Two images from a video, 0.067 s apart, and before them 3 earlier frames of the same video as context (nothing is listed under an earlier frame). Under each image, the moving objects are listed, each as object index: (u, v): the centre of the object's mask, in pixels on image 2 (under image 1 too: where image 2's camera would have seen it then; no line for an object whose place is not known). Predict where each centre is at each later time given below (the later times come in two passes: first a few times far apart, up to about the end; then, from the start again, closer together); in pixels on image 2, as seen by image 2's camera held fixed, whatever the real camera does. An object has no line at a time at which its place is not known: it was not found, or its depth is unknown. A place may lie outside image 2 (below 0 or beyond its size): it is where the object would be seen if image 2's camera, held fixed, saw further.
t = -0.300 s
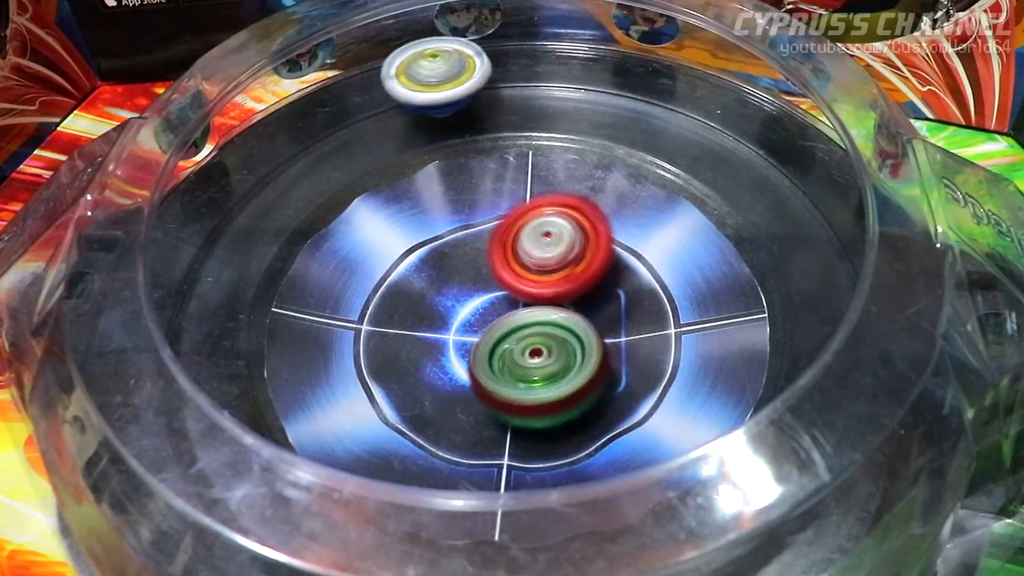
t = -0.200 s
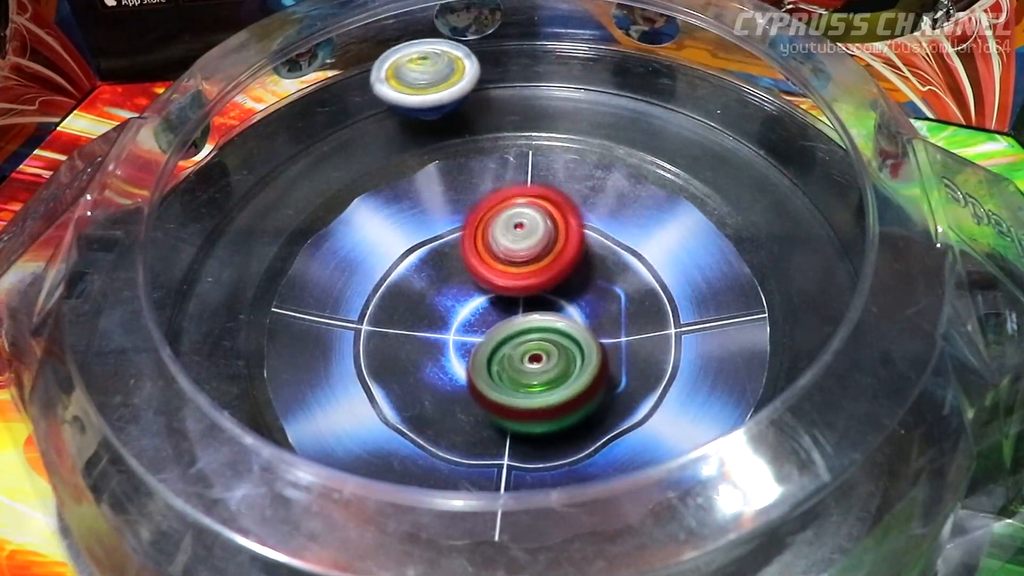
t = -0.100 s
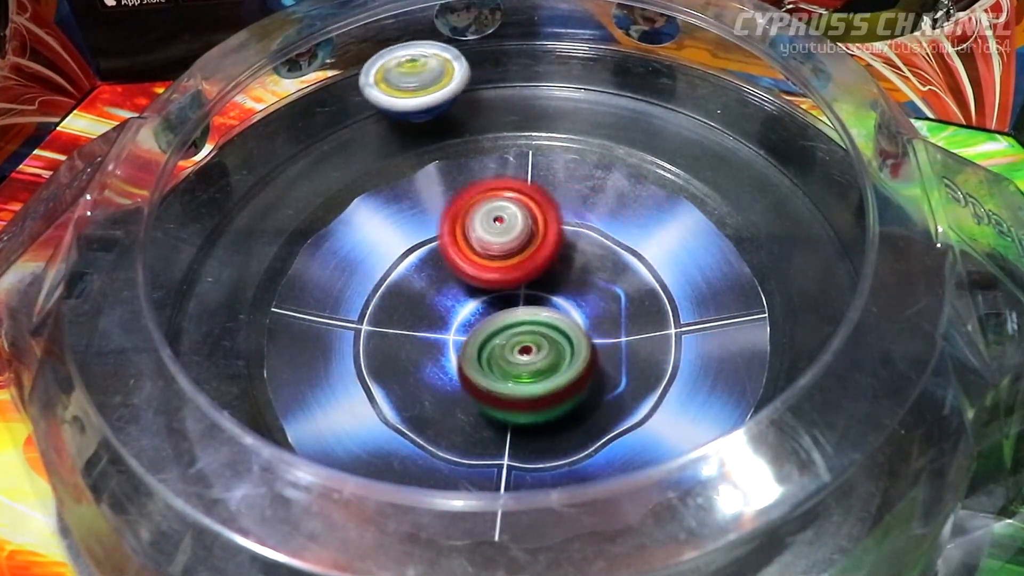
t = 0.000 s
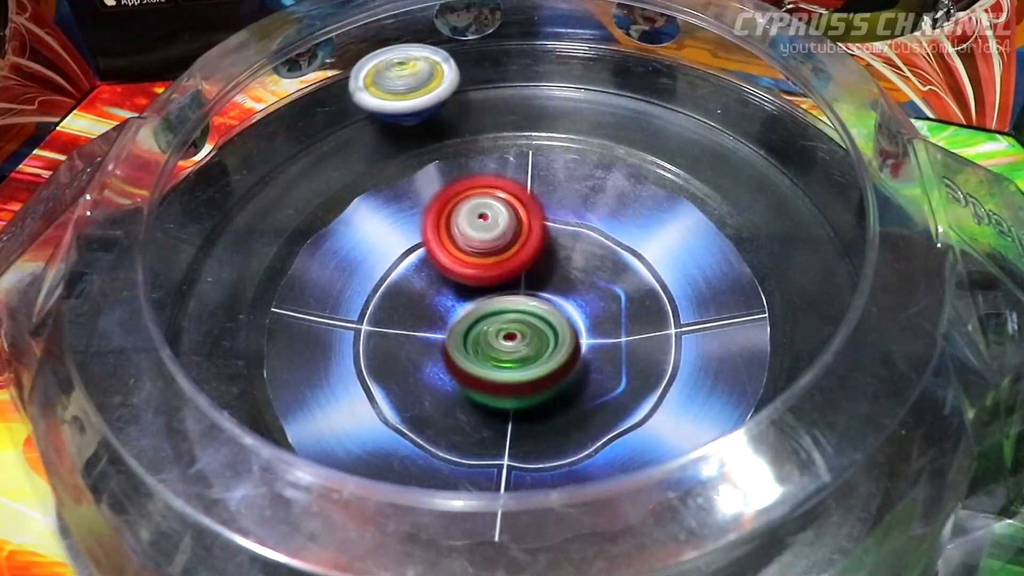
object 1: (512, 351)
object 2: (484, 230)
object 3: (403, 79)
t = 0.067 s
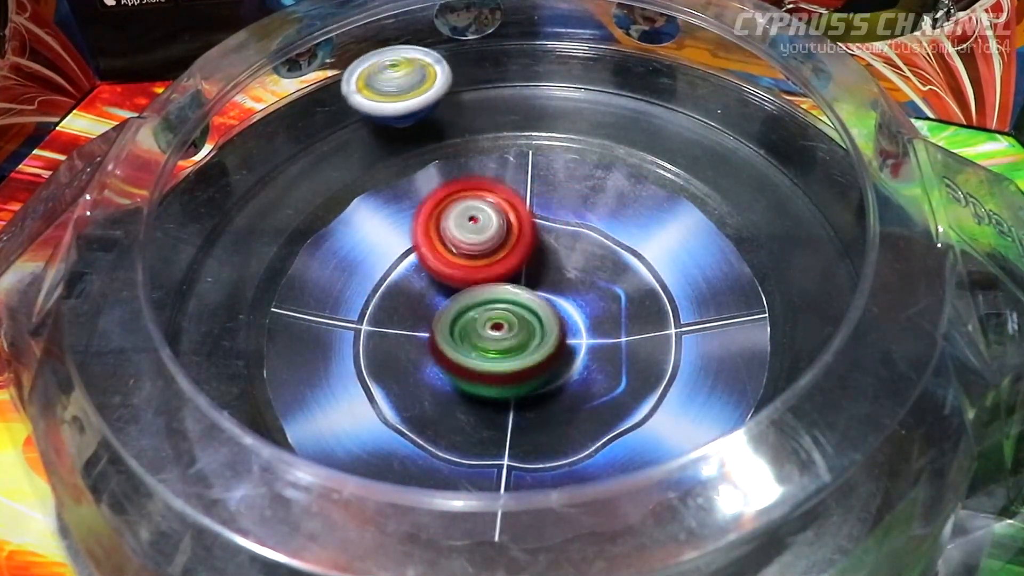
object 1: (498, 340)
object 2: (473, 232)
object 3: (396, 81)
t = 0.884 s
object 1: (591, 364)
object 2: (436, 272)
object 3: (308, 121)
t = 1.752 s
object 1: (618, 248)
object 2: (414, 317)
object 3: (228, 186)
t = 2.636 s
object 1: (558, 266)
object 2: (435, 331)
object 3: (192, 266)
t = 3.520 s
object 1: (511, 245)
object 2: (507, 365)
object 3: (166, 342)
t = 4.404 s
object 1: (475, 257)
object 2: (562, 336)
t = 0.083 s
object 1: (494, 342)
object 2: (472, 233)
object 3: (394, 82)
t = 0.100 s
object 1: (497, 353)
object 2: (467, 225)
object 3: (392, 82)
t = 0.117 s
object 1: (496, 363)
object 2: (463, 216)
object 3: (390, 83)
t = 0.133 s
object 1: (498, 371)
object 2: (458, 208)
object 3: (388, 84)
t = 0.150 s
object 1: (498, 378)
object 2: (456, 202)
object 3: (387, 84)
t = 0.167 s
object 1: (501, 383)
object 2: (453, 198)
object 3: (385, 85)
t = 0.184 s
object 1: (503, 385)
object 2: (453, 194)
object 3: (383, 86)
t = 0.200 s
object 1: (507, 387)
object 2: (452, 192)
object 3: (381, 87)
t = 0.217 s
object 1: (509, 389)
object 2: (453, 189)
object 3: (379, 87)
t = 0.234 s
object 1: (511, 389)
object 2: (452, 188)
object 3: (377, 88)
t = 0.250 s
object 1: (514, 388)
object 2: (453, 186)
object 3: (376, 88)
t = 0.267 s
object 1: (515, 386)
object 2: (454, 186)
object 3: (373, 89)
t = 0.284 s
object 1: (516, 384)
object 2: (455, 185)
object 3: (372, 90)
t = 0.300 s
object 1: (516, 383)
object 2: (456, 186)
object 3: (370, 91)
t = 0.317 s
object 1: (516, 379)
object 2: (458, 187)
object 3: (368, 91)
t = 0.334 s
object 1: (516, 378)
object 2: (460, 190)
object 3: (367, 92)
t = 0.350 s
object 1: (516, 375)
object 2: (462, 192)
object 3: (365, 93)
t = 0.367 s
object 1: (515, 373)
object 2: (465, 198)
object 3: (363, 93)
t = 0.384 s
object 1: (515, 370)
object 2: (467, 202)
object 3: (361, 94)
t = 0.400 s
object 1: (514, 368)
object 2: (470, 209)
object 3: (360, 95)
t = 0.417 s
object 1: (513, 365)
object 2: (472, 215)
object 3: (357, 96)
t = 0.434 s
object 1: (513, 362)
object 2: (475, 223)
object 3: (356, 96)
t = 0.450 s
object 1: (512, 359)
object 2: (477, 230)
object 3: (354, 97)
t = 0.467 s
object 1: (510, 354)
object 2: (480, 238)
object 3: (352, 98)
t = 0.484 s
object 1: (509, 353)
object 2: (482, 244)
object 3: (350, 99)
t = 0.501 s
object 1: (511, 360)
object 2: (483, 245)
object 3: (349, 100)
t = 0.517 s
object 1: (513, 370)
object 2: (482, 242)
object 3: (347, 101)
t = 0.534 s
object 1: (516, 375)
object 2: (482, 241)
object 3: (345, 101)
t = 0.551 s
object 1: (519, 380)
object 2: (482, 242)
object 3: (343, 102)
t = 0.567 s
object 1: (522, 382)
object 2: (483, 242)
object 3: (341, 103)
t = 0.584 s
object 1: (526, 384)
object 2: (483, 245)
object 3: (340, 104)
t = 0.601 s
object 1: (530, 383)
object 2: (484, 248)
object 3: (337, 105)
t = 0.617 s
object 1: (533, 383)
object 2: (484, 253)
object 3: (336, 106)
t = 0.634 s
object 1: (537, 380)
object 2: (484, 257)
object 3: (334, 107)
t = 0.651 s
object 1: (539, 379)
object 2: (484, 263)
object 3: (332, 107)
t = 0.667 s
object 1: (541, 375)
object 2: (484, 267)
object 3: (330, 108)
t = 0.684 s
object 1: (542, 373)
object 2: (482, 272)
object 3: (329, 109)
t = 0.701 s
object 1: (543, 370)
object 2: (480, 275)
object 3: (327, 110)
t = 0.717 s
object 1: (548, 373)
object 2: (475, 278)
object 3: (325, 111)
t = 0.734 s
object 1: (556, 376)
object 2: (469, 277)
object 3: (324, 112)
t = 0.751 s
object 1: (563, 379)
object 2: (462, 277)
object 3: (322, 113)
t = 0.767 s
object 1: (571, 379)
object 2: (457, 276)
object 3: (320, 114)
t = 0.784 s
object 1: (576, 379)
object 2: (452, 276)
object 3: (318, 115)
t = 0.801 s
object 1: (582, 377)
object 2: (448, 276)
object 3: (317, 116)
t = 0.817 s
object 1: (585, 375)
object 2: (445, 276)
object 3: (314, 117)
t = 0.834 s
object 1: (589, 373)
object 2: (442, 274)
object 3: (313, 118)
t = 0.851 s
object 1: (590, 370)
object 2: (439, 274)
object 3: (311, 119)
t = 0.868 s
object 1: (592, 367)
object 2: (438, 273)
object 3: (310, 120)
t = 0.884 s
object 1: (591, 364)
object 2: (436, 272)
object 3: (308, 121)
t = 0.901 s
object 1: (591, 361)
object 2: (436, 271)
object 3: (306, 122)
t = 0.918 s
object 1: (588, 357)
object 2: (435, 271)
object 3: (304, 123)
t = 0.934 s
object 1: (587, 354)
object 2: (437, 271)
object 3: (302, 124)
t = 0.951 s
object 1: (584, 350)
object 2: (437, 272)
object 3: (300, 126)
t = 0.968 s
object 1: (582, 347)
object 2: (440, 273)
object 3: (298, 127)
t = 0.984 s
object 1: (579, 344)
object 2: (441, 274)
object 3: (297, 128)
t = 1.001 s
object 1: (576, 341)
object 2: (445, 276)
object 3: (294, 129)
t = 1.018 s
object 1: (573, 338)
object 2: (448, 278)
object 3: (293, 130)
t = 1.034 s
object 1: (570, 336)
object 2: (452, 280)
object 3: (291, 131)
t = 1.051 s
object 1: (571, 334)
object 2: (451, 282)
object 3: (290, 133)
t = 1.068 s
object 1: (576, 334)
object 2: (451, 283)
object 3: (288, 134)
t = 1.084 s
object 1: (580, 333)
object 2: (448, 283)
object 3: (286, 134)
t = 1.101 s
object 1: (582, 332)
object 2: (448, 285)
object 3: (285, 136)
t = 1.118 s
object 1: (584, 329)
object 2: (447, 286)
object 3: (283, 137)
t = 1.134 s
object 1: (585, 327)
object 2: (447, 288)
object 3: (282, 138)
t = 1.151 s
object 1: (585, 323)
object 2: (447, 288)
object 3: (280, 139)
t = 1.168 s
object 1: (584, 321)
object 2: (449, 291)
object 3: (279, 140)
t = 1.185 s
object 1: (583, 318)
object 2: (449, 292)
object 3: (277, 141)
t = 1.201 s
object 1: (585, 316)
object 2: (448, 294)
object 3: (276, 142)
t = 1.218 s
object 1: (587, 313)
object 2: (445, 294)
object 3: (275, 145)
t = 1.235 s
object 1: (587, 311)
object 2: (443, 296)
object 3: (272, 145)
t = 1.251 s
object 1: (587, 306)
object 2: (442, 295)
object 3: (272, 147)
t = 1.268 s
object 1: (586, 304)
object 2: (441, 297)
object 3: (269, 148)
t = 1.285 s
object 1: (585, 300)
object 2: (442, 298)
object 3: (269, 149)
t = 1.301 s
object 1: (583, 298)
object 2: (442, 299)
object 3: (267, 150)
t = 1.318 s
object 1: (582, 295)
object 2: (441, 300)
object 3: (266, 151)
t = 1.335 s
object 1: (582, 293)
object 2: (437, 301)
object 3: (264, 153)
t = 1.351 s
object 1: (583, 290)
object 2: (436, 301)
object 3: (262, 153)
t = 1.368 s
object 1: (582, 289)
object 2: (433, 301)
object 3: (261, 155)
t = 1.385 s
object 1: (581, 286)
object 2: (434, 302)
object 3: (259, 156)
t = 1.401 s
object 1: (579, 284)
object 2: (433, 302)
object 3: (258, 157)
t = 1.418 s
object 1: (577, 282)
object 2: (434, 302)
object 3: (256, 159)
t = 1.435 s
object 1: (574, 281)
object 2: (435, 302)
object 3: (255, 159)
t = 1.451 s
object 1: (572, 279)
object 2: (437, 303)
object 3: (253, 162)
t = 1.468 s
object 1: (576, 278)
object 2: (434, 303)
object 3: (252, 162)
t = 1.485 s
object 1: (581, 276)
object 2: (429, 303)
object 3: (251, 163)
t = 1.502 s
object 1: (585, 274)
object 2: (426, 303)
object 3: (249, 165)
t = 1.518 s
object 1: (586, 271)
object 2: (425, 303)
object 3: (248, 166)
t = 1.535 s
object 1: (587, 270)
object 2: (424, 303)
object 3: (246, 167)
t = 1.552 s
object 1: (586, 267)
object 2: (424, 303)
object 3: (245, 169)
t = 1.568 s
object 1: (585, 266)
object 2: (425, 303)
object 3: (243, 170)
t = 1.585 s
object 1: (583, 264)
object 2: (425, 303)
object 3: (242, 172)
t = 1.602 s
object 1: (581, 264)
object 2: (428, 303)
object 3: (240, 173)
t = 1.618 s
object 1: (579, 264)
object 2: (430, 303)
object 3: (239, 174)
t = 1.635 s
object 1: (577, 265)
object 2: (435, 303)
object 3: (237, 175)
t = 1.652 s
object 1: (574, 265)
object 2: (439, 303)
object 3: (235, 177)
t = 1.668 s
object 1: (572, 266)
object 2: (443, 303)
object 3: (235, 178)
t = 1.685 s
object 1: (576, 265)
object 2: (441, 306)
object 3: (233, 180)
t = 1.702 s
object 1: (589, 260)
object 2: (434, 310)
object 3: (232, 181)
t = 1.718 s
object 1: (602, 255)
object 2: (424, 314)
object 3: (230, 183)
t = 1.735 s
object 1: (611, 252)
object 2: (419, 316)
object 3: (229, 184)
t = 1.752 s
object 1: (618, 248)
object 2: (414, 317)
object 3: (228, 186)
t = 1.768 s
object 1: (622, 246)
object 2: (411, 319)
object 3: (226, 188)
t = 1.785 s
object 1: (624, 243)
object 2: (408, 319)
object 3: (225, 190)
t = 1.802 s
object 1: (626, 241)
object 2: (404, 320)
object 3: (223, 191)
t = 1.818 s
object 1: (626, 240)
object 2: (402, 320)
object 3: (223, 193)
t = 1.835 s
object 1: (626, 239)
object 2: (399, 320)
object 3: (222, 194)
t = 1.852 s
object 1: (626, 240)
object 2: (399, 320)
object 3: (221, 195)
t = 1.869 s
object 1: (626, 239)
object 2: (396, 320)
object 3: (221, 197)
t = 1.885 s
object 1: (625, 241)
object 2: (397, 320)
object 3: (219, 198)
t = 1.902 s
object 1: (623, 242)
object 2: (396, 320)
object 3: (219, 200)
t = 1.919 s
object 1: (621, 244)
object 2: (399, 320)
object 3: (217, 201)
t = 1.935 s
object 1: (619, 246)
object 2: (400, 320)
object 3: (216, 202)
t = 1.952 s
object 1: (617, 248)
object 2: (406, 321)
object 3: (215, 204)
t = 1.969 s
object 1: (614, 251)
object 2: (410, 320)
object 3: (213, 205)
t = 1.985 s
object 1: (611, 254)
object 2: (416, 321)
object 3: (213, 206)
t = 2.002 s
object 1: (608, 257)
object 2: (421, 321)
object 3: (211, 208)
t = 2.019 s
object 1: (605, 260)
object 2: (426, 321)
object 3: (211, 209)
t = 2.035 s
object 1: (601, 264)
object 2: (434, 321)
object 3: (210, 211)
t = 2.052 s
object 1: (598, 267)
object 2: (440, 321)
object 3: (209, 213)
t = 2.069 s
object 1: (594, 271)
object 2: (448, 322)
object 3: (208, 214)
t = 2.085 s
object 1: (590, 275)
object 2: (454, 323)
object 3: (207, 216)
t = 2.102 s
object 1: (588, 279)
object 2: (461, 324)
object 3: (206, 217)
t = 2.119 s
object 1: (588, 279)
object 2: (463, 326)
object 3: (205, 219)
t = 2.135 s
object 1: (590, 278)
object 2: (466, 329)
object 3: (205, 220)
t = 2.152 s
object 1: (590, 279)
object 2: (468, 332)
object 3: (204, 222)
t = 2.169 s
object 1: (594, 274)
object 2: (466, 338)
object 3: (204, 223)
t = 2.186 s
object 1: (599, 272)
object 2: (463, 342)
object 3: (203, 224)
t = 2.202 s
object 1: (601, 269)
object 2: (461, 346)
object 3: (202, 226)
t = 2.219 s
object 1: (602, 267)
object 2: (460, 349)
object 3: (202, 227)
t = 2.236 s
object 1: (600, 266)
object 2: (457, 352)
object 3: (201, 229)
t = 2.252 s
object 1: (598, 265)
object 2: (457, 353)
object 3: (200, 230)
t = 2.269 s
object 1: (594, 266)
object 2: (454, 354)
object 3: (200, 232)
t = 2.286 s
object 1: (590, 266)
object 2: (454, 355)
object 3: (199, 233)
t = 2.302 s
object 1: (586, 269)
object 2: (452, 356)
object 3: (198, 235)
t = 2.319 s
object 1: (580, 271)
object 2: (452, 356)
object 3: (197, 237)
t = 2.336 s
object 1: (575, 274)
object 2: (451, 356)
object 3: (197, 238)
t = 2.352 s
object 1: (570, 277)
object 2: (451, 356)
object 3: (196, 240)
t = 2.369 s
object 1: (566, 280)
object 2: (451, 354)
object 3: (196, 241)
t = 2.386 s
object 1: (560, 283)
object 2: (453, 353)
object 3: (196, 243)
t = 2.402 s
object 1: (562, 283)
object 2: (451, 353)
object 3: (195, 244)
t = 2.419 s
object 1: (569, 279)
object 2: (443, 356)
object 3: (195, 245)
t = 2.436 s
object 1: (576, 274)
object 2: (436, 358)
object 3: (194, 247)
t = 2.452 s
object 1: (580, 269)
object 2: (430, 359)
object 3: (194, 248)
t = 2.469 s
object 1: (583, 266)
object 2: (425, 359)
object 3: (194, 250)
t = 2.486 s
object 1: (584, 265)
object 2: (422, 358)
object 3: (193, 252)
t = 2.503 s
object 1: (582, 262)
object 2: (419, 356)
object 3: (193, 254)
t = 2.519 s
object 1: (581, 260)
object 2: (417, 354)
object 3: (192, 255)
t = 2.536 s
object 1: (577, 260)
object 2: (416, 351)
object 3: (193, 256)
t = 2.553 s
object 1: (573, 260)
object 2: (417, 348)
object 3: (192, 259)
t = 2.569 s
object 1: (570, 261)
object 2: (418, 344)
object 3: (192, 260)
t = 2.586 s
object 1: (566, 262)
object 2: (421, 342)
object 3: (192, 262)
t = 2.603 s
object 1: (565, 263)
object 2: (425, 338)
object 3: (192, 263)
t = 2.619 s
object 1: (561, 265)
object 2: (429, 335)
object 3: (192, 264)
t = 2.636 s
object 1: (558, 266)
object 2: (435, 331)
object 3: (192, 266)
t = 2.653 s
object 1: (555, 269)
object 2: (440, 328)
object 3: (192, 268)
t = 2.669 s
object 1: (557, 266)
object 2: (442, 327)
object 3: (192, 269)
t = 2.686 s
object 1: (560, 264)
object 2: (442, 327)
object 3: (191, 270)
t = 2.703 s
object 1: (563, 262)
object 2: (444, 326)
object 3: (192, 271)
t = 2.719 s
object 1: (562, 261)
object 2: (448, 325)
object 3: (181, 276)
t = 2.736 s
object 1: (561, 260)
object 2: (453, 324)
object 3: (180, 277)
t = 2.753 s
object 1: (563, 256)
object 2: (454, 325)
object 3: (180, 279)
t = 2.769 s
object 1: (564, 252)
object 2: (454, 326)
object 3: (178, 280)
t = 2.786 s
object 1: (565, 250)
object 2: (456, 327)
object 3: (178, 281)
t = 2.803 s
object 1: (565, 248)
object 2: (457, 327)
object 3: (178, 283)
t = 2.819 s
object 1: (563, 246)
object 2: (459, 328)
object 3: (177, 284)
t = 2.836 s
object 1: (561, 245)
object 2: (463, 328)
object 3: (177, 285)
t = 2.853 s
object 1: (557, 245)
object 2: (466, 328)
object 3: (175, 287)
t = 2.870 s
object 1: (555, 245)
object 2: (471, 328)
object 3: (174, 288)
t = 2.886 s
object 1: (555, 243)
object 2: (471, 332)
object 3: (174, 290)
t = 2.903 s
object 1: (557, 239)
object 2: (472, 338)
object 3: (174, 291)
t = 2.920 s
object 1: (558, 235)
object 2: (472, 342)
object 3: (173, 293)
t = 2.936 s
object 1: (555, 233)
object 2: (473, 346)
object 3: (172, 295)
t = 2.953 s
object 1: (553, 232)
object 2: (473, 348)
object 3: (172, 296)
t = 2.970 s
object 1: (551, 233)
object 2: (473, 350)
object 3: (171, 298)
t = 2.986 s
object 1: (548, 233)
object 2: (474, 351)
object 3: (171, 299)
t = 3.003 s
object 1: (547, 234)
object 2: (473, 353)
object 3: (171, 301)
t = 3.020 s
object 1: (545, 235)
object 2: (474, 355)
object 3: (170, 302)
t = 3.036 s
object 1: (543, 236)
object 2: (474, 355)
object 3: (170, 304)
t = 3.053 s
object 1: (542, 239)
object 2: (474, 356)
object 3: (169, 305)
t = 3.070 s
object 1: (540, 241)
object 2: (475, 356)
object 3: (169, 306)
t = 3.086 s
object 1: (540, 243)
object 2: (475, 356)
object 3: (169, 308)
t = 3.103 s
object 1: (537, 246)
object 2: (477, 355)
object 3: (168, 310)
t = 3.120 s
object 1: (537, 247)
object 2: (478, 354)
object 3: (169, 311)
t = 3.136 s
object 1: (535, 251)
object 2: (481, 354)
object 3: (168, 313)
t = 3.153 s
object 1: (534, 252)
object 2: (485, 352)
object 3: (169, 313)
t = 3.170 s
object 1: (535, 251)
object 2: (485, 353)
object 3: (168, 315)
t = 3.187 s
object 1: (536, 250)
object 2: (485, 355)
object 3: (168, 316)
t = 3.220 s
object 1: (536, 247)
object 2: (487, 356)
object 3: (167, 319)
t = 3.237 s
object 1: (533, 248)
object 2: (490, 355)
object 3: (168, 320)
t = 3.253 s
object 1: (533, 249)
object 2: (491, 355)
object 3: (167, 321)
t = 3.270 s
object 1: (531, 250)
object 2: (493, 354)
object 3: (167, 323)
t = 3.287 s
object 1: (531, 250)
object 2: (495, 354)
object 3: (167, 324)
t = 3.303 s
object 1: (531, 249)
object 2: (496, 356)
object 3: (167, 326)
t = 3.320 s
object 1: (531, 246)
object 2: (497, 358)
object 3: (167, 326)
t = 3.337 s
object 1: (530, 247)
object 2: (498, 359)
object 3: (167, 328)
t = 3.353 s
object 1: (528, 247)
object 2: (498, 359)
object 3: (166, 330)
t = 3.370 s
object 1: (527, 247)
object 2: (500, 358)
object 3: (166, 331)
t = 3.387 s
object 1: (525, 248)
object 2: (500, 357)
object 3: (166, 333)
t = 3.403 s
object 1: (522, 249)
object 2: (502, 356)
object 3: (166, 333)
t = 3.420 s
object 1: (522, 251)
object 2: (503, 355)
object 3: (166, 335)
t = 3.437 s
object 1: (521, 249)
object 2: (505, 358)
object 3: (165, 336)
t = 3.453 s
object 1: (520, 246)
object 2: (505, 360)
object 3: (166, 337)
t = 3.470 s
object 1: (519, 244)
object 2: (506, 362)
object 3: (166, 338)
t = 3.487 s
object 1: (515, 243)
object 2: (507, 364)
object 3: (166, 339)
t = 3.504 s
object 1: (514, 244)
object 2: (506, 365)
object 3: (167, 340)
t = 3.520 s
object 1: (511, 245)
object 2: (507, 365)
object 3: (166, 342)
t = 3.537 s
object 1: (509, 245)
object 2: (507, 366)
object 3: (166, 342)
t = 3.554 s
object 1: (507, 247)
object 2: (507, 366)
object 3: (166, 344)
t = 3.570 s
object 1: (504, 250)
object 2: (507, 366)
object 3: (166, 345)
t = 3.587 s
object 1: (504, 253)
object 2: (507, 365)
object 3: (167, 346)
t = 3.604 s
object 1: (503, 255)
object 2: (507, 364)
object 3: (168, 347)
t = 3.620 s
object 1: (503, 256)
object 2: (508, 362)
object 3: (168, 348)
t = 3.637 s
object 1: (504, 257)
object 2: (508, 362)
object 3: (169, 349)
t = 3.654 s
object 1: (503, 252)
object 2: (508, 367)
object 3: (169, 350)
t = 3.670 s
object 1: (503, 246)
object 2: (508, 372)
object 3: (169, 349)
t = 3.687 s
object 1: (503, 241)
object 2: (509, 375)
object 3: (170, 350)
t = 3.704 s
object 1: (502, 238)
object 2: (508, 376)
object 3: (169, 351)
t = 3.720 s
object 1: (499, 237)
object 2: (506, 377)
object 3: (163, 358)
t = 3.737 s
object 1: (497, 236)
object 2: (505, 379)
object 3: (163, 359)
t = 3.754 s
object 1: (496, 236)
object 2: (505, 377)
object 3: (164, 359)
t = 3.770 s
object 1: (494, 236)
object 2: (503, 377)
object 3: (165, 359)
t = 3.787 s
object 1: (492, 238)
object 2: (504, 375)
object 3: (165, 360)
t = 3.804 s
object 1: (491, 240)
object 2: (502, 372)
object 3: (165, 360)
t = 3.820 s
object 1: (491, 242)
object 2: (502, 370)
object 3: (166, 361)
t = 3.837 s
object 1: (491, 243)
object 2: (504, 366)
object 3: (166, 362)
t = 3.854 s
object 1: (491, 245)
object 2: (503, 362)
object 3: (167, 363)
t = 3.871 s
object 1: (490, 247)
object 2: (504, 358)
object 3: (166, 364)
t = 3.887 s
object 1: (491, 249)
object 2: (506, 354)
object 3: (167, 365)
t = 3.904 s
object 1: (491, 248)
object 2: (507, 352)
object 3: (167, 365)
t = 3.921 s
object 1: (490, 239)
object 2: (509, 354)
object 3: (168, 366)
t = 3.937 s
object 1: (488, 233)
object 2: (511, 356)
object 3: (168, 367)
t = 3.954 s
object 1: (488, 229)
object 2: (513, 357)
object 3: (168, 368)
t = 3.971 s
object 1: (488, 225)
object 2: (517, 356)
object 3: (168, 369)
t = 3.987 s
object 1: (485, 223)
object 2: (517, 356)
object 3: (168, 370)
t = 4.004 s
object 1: (484, 224)
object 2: (520, 355)
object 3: (168, 370)
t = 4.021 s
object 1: (483, 224)
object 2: (521, 354)
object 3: (169, 372)
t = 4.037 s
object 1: (482, 225)
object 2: (522, 353)
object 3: (168, 373)
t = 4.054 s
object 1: (482, 226)
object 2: (524, 351)
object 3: (169, 373)
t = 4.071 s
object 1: (481, 229)
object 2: (525, 349)
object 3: (169, 374)
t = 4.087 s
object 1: (482, 231)
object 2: (526, 348)
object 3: (169, 374)
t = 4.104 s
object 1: (483, 233)
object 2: (529, 345)
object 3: (170, 376)
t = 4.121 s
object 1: (483, 235)
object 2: (529, 343)
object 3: (169, 377)
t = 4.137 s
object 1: (483, 237)
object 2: (532, 341)
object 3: (170, 377)
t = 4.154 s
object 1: (484, 240)
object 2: (534, 338)
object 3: (170, 378)
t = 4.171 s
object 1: (484, 239)
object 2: (537, 338)
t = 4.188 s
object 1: (482, 235)
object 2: (542, 339)
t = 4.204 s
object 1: (479, 234)
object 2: (546, 340)
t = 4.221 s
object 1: (478, 233)
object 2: (549, 340)
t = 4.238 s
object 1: (477, 233)
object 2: (552, 341)
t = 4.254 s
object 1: (474, 236)
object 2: (555, 341)
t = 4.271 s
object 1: (473, 238)
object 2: (557, 341)
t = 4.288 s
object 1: (473, 240)
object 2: (559, 340)
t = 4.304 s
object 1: (473, 243)
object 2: (560, 340)
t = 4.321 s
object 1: (472, 246)
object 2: (560, 339)
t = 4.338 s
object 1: (474, 251)
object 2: (560, 338)
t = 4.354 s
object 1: (475, 253)
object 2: (560, 336)
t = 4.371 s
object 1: (477, 255)
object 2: (560, 335)
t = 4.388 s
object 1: (475, 257)
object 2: (562, 335)
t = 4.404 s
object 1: (475, 257)
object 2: (562, 336)
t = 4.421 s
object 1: (476, 258)
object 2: (563, 336)
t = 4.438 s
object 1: (474, 260)
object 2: (564, 336)
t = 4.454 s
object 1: (471, 260)
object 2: (567, 338)
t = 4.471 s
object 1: (469, 259)
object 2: (569, 340)
